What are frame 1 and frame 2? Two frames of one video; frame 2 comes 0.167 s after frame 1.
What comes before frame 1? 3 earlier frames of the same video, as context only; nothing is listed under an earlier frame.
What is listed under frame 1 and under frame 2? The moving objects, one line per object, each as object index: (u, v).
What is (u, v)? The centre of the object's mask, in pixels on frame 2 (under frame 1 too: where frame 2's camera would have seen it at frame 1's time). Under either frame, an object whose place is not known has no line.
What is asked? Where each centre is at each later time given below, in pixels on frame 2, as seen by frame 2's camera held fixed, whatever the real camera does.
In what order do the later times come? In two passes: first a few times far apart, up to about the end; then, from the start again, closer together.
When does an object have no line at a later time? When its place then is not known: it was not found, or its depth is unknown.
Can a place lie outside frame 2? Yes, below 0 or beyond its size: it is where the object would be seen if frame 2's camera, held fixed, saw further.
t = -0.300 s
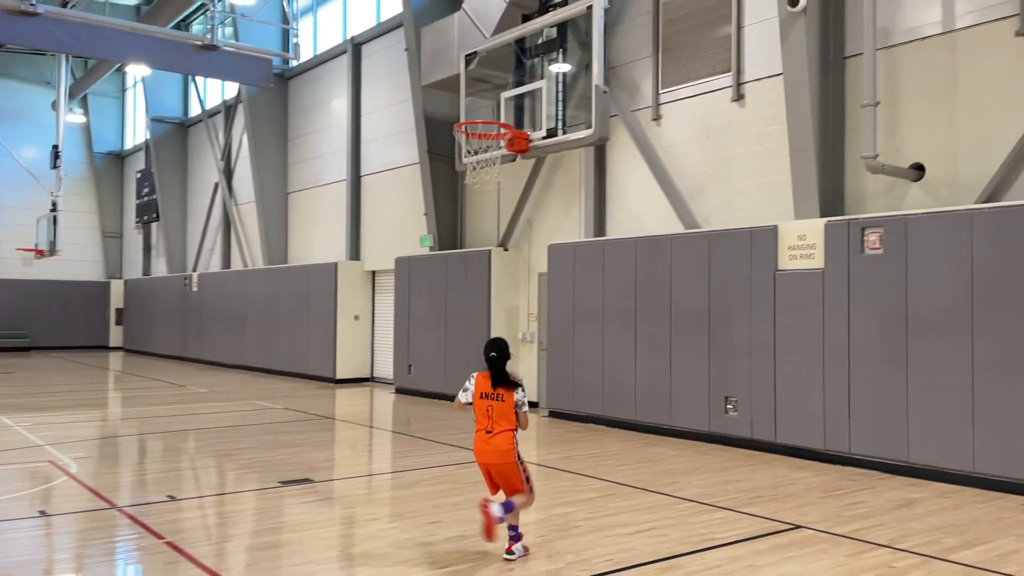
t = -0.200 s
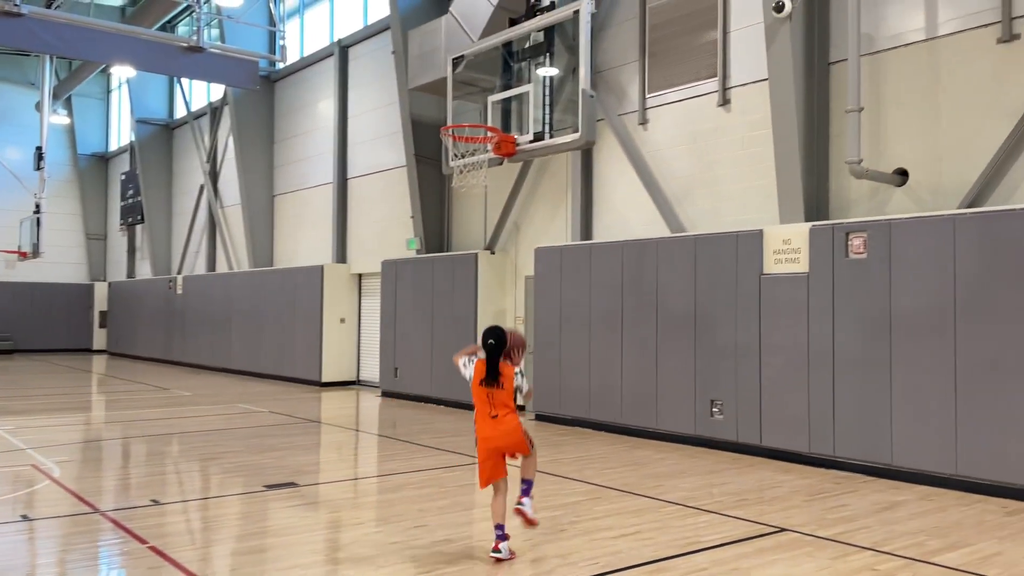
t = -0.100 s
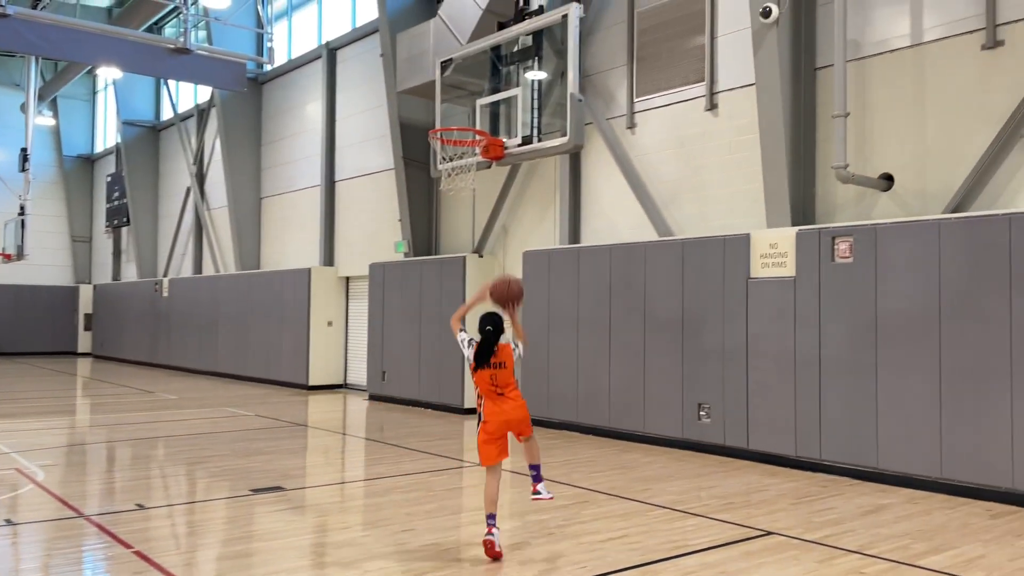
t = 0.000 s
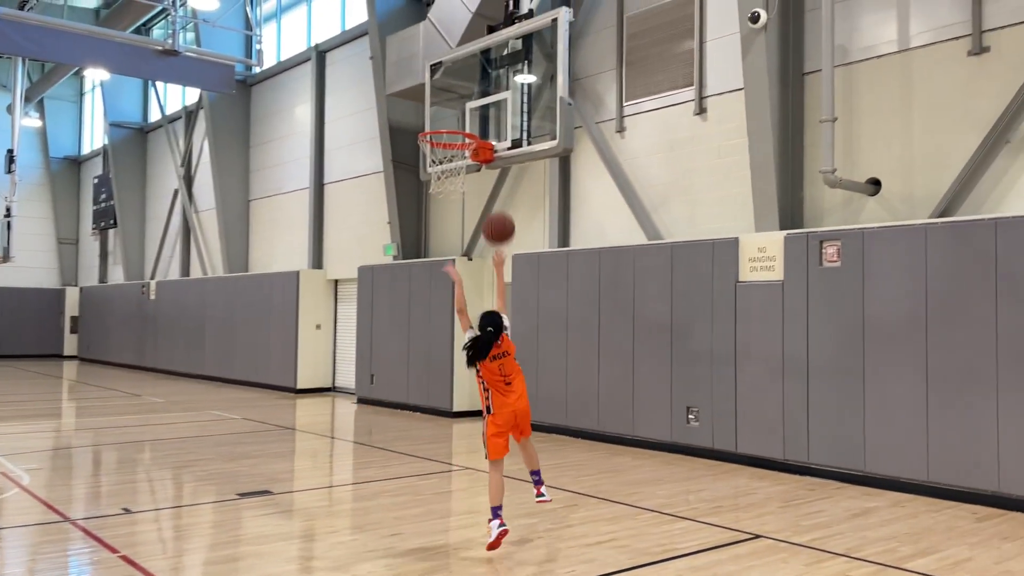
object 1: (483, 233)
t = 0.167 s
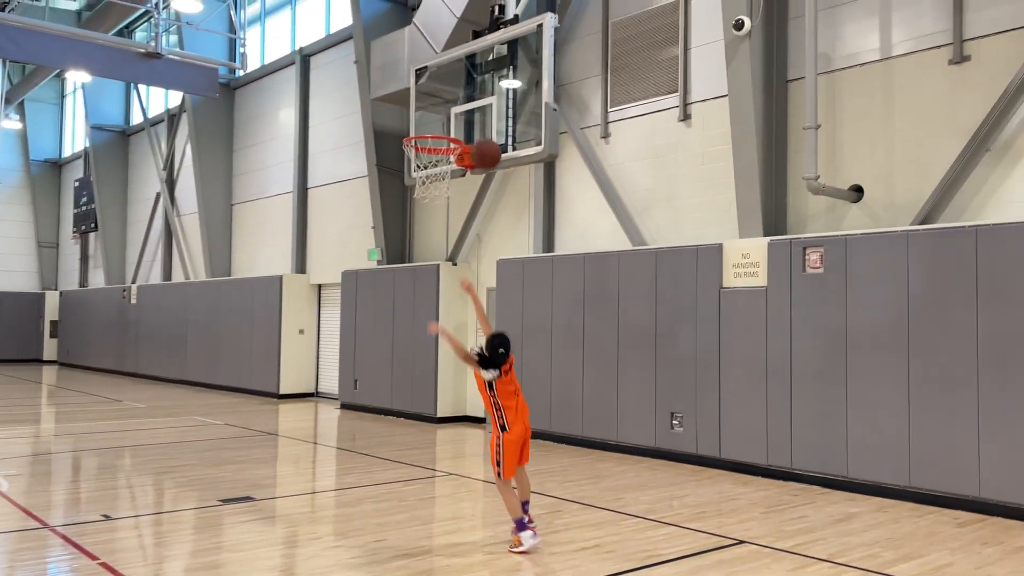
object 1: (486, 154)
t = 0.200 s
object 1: (486, 143)
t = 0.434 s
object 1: (477, 111)
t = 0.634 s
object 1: (443, 135)
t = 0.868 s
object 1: (416, 203)
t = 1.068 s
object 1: (403, 290)
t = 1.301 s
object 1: (387, 455)
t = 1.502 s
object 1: (393, 425)
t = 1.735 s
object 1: (410, 333)
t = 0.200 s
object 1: (486, 143)
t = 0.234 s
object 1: (486, 134)
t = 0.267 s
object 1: (486, 127)
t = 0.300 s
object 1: (486, 121)
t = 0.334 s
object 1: (486, 117)
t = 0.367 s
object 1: (486, 114)
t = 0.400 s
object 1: (482, 112)
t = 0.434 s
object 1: (477, 111)
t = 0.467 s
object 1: (471, 112)
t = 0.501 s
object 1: (465, 114)
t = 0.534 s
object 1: (460, 117)
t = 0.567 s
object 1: (454, 122)
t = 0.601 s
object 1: (449, 126)
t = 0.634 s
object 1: (443, 135)
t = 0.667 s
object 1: (438, 144)
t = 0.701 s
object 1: (433, 154)
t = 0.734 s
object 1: (427, 165)
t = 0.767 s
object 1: (423, 175)
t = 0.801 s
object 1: (421, 183)
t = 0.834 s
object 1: (418, 194)
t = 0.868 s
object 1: (416, 203)
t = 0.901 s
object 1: (414, 214)
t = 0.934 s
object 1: (412, 226)
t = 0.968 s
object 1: (410, 240)
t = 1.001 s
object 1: (408, 255)
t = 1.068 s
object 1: (403, 290)
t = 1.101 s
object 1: (402, 310)
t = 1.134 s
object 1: (399, 331)
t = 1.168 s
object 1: (397, 353)
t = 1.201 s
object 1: (395, 376)
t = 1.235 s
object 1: (392, 402)
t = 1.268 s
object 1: (389, 429)
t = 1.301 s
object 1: (387, 455)
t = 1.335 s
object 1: (383, 485)
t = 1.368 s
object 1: (382, 511)
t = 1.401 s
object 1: (384, 488)
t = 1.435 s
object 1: (388, 466)
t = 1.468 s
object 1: (390, 444)
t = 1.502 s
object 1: (393, 425)
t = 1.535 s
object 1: (396, 408)
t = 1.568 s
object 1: (398, 392)
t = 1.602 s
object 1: (400, 377)
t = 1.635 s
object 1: (402, 365)
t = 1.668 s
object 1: (405, 352)
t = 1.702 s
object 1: (408, 342)
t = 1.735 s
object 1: (410, 333)
